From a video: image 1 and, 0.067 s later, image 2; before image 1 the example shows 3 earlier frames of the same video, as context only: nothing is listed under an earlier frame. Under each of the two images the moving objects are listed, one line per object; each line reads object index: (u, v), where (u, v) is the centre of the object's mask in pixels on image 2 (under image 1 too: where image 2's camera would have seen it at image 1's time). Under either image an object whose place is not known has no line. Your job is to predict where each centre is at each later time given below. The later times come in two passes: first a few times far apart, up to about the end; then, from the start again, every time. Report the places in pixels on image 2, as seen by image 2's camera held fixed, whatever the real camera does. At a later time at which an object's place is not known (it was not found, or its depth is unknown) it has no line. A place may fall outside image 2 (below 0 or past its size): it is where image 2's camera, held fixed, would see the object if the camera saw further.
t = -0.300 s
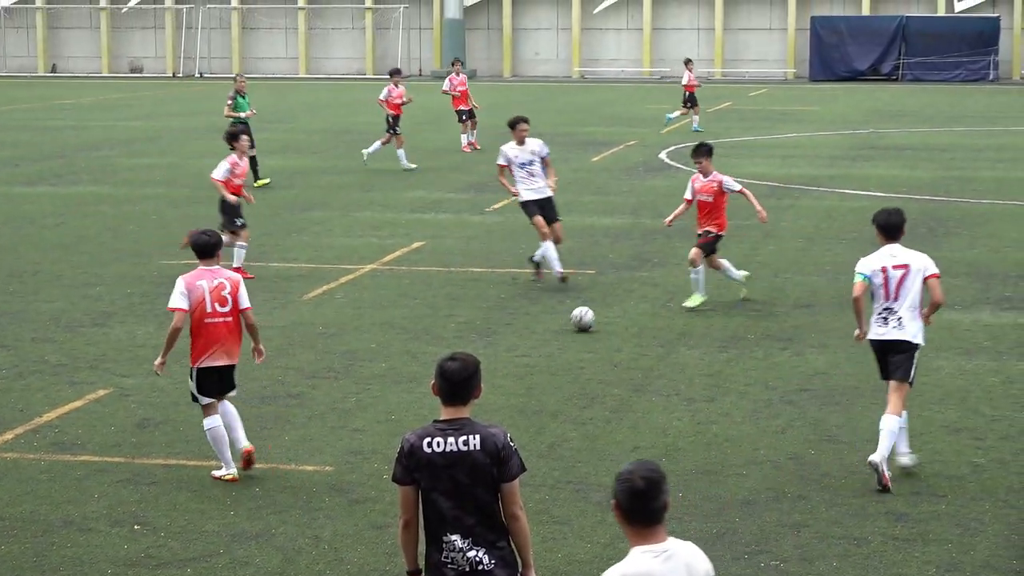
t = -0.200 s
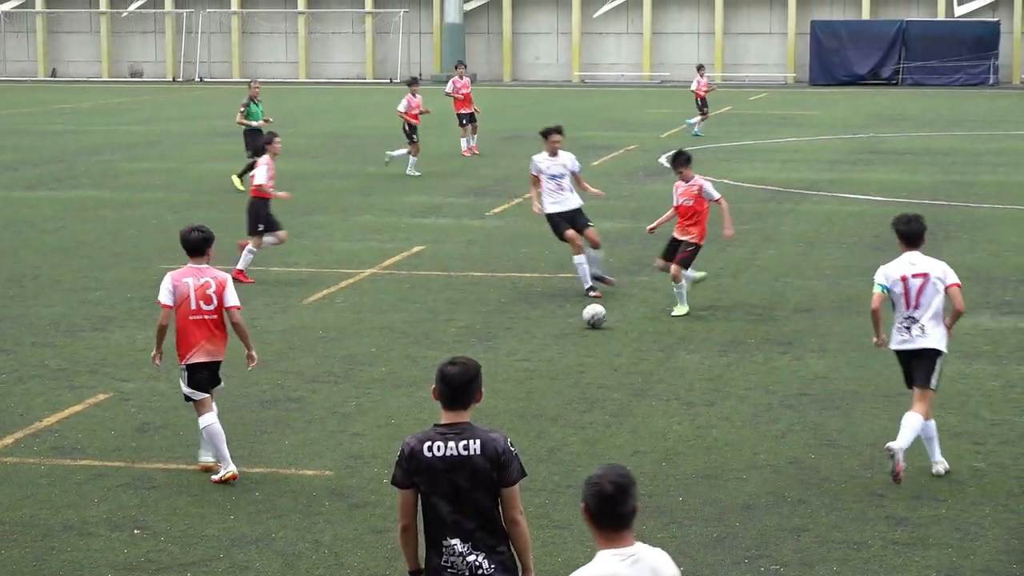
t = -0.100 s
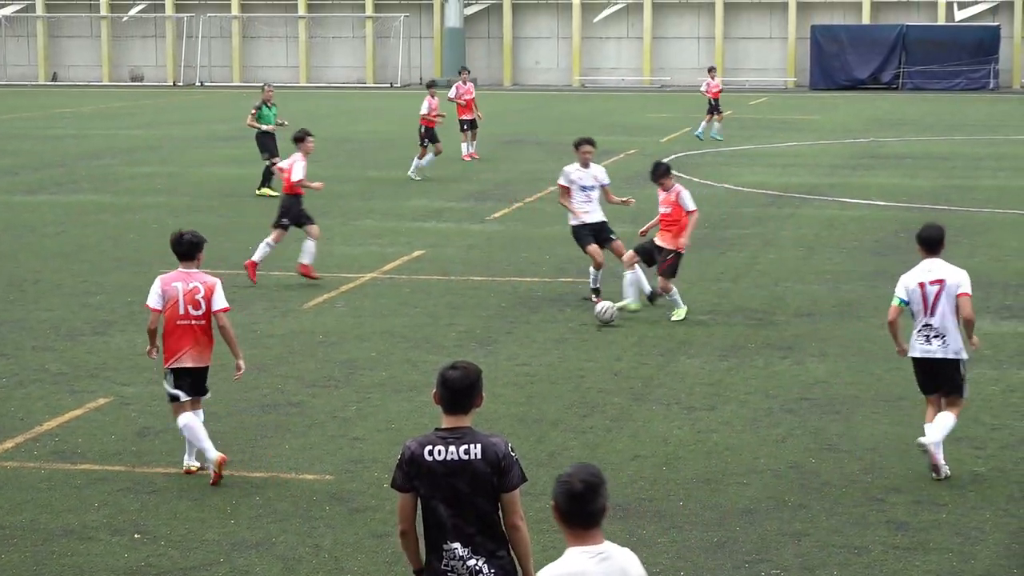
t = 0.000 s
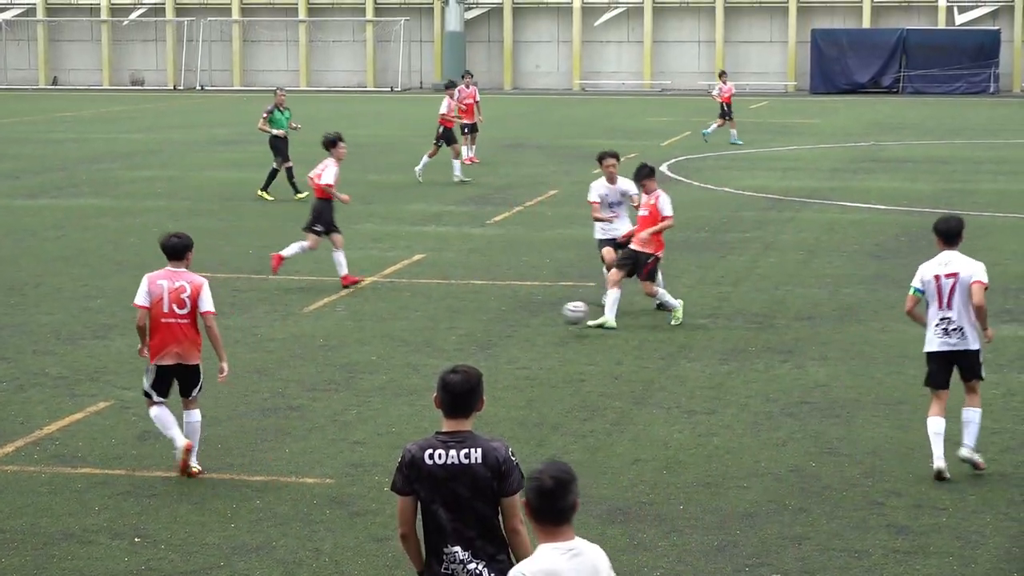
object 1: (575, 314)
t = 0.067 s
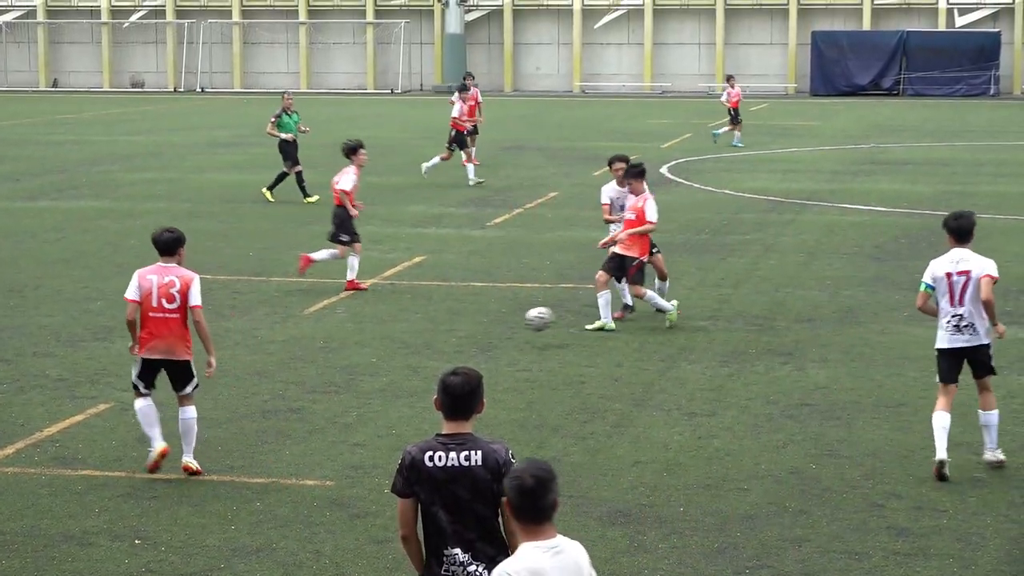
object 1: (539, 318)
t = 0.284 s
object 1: (409, 365)
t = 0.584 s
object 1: (246, 393)
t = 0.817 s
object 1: (133, 419)
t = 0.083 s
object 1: (530, 320)
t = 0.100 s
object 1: (521, 322)
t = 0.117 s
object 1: (511, 324)
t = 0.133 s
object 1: (501, 326)
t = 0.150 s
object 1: (491, 329)
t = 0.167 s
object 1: (482, 332)
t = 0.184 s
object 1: (472, 335)
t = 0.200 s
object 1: (461, 340)
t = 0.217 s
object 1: (450, 343)
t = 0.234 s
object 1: (440, 349)
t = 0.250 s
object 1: (431, 353)
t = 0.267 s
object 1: (420, 360)
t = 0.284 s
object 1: (409, 365)
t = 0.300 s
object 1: (400, 367)
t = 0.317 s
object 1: (392, 364)
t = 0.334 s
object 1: (383, 363)
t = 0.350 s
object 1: (374, 363)
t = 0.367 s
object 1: (366, 362)
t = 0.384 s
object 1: (357, 363)
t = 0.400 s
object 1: (349, 363)
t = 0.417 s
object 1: (339, 364)
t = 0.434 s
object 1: (330, 366)
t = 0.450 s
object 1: (322, 367)
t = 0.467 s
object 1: (312, 369)
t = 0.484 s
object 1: (303, 371)
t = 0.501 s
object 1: (294, 374)
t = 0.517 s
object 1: (285, 377)
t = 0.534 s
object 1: (276, 380)
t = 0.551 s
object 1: (266, 384)
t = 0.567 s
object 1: (256, 388)
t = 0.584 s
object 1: (246, 393)
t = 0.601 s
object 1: (237, 398)
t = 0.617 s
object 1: (227, 403)
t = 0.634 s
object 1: (217, 409)
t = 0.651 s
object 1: (209, 411)
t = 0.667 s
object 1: (202, 410)
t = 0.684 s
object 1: (194, 410)
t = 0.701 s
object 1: (187, 409)
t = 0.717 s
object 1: (179, 410)
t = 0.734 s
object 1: (172, 410)
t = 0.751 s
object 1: (164, 411)
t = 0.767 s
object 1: (156, 413)
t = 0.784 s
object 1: (148, 415)
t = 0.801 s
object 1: (140, 417)
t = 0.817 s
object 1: (133, 419)
